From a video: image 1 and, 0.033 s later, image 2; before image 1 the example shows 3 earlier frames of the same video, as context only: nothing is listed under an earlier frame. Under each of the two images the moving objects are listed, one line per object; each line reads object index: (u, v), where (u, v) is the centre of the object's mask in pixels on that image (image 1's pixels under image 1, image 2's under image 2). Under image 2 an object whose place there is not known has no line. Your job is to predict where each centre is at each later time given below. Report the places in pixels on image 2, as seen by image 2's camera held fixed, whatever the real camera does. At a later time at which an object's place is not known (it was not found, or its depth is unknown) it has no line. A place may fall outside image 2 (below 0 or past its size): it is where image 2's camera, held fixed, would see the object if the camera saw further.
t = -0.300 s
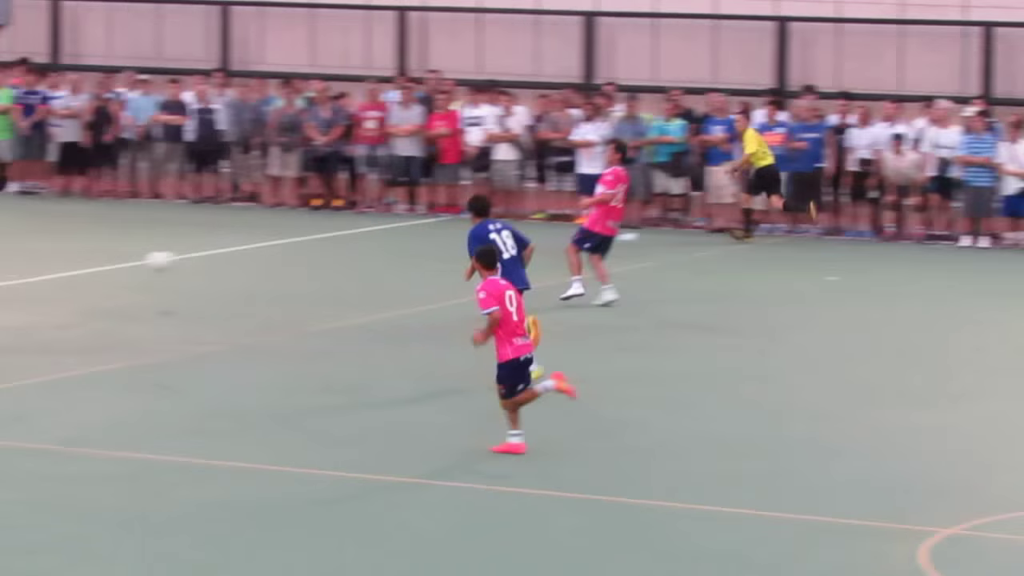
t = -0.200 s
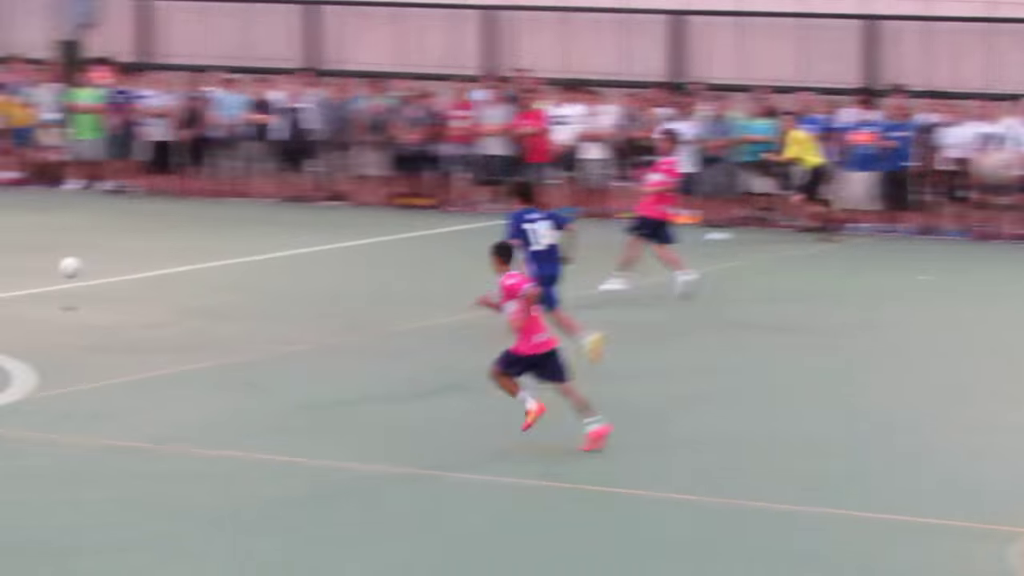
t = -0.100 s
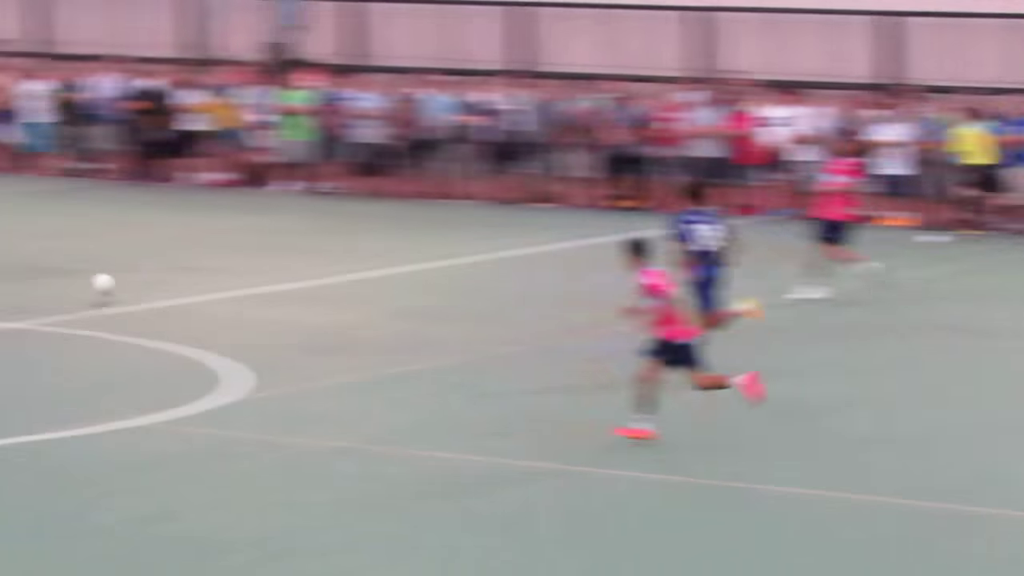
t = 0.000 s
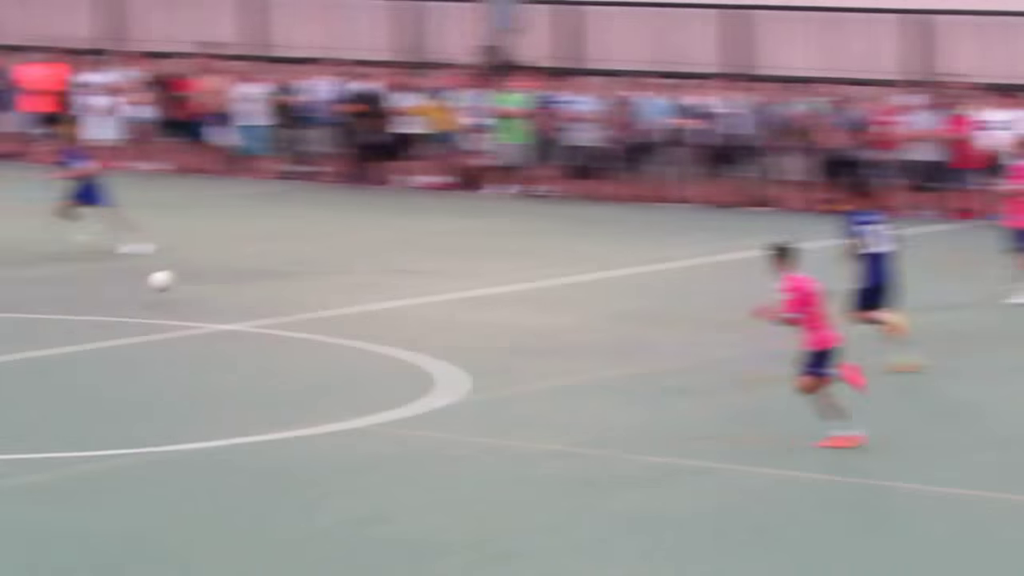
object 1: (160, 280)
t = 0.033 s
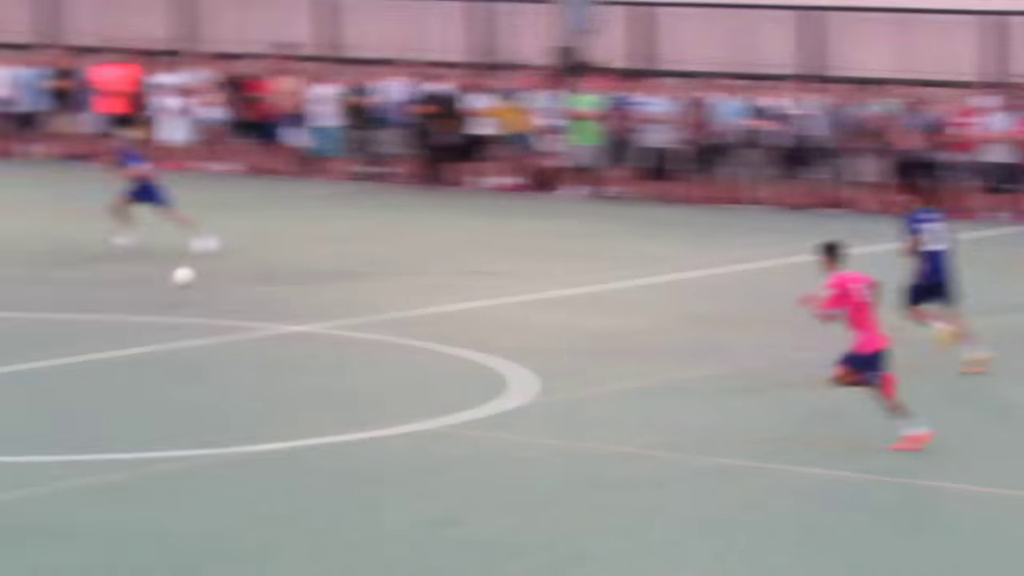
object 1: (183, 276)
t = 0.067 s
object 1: (133, 275)
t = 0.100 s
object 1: (82, 273)
